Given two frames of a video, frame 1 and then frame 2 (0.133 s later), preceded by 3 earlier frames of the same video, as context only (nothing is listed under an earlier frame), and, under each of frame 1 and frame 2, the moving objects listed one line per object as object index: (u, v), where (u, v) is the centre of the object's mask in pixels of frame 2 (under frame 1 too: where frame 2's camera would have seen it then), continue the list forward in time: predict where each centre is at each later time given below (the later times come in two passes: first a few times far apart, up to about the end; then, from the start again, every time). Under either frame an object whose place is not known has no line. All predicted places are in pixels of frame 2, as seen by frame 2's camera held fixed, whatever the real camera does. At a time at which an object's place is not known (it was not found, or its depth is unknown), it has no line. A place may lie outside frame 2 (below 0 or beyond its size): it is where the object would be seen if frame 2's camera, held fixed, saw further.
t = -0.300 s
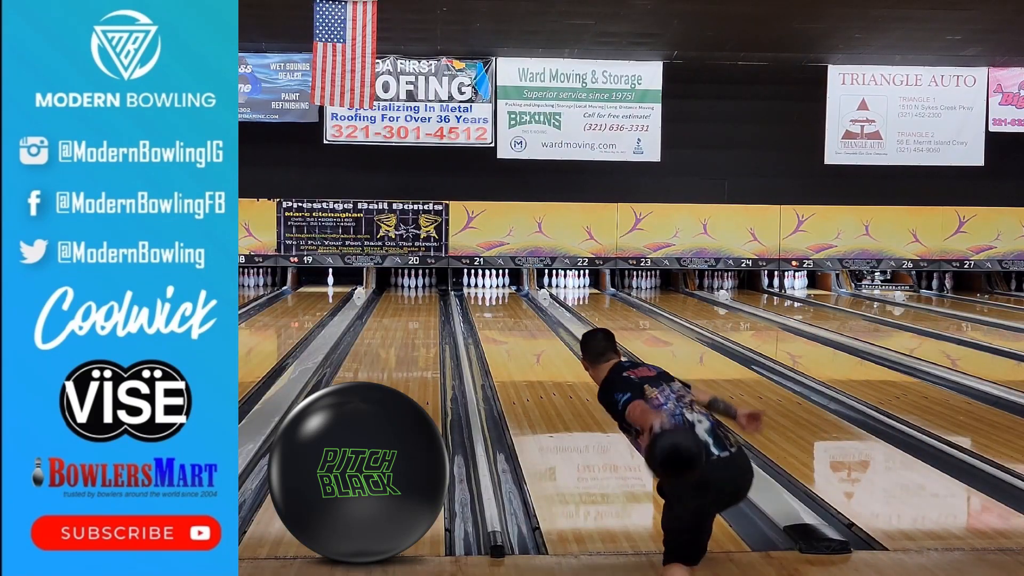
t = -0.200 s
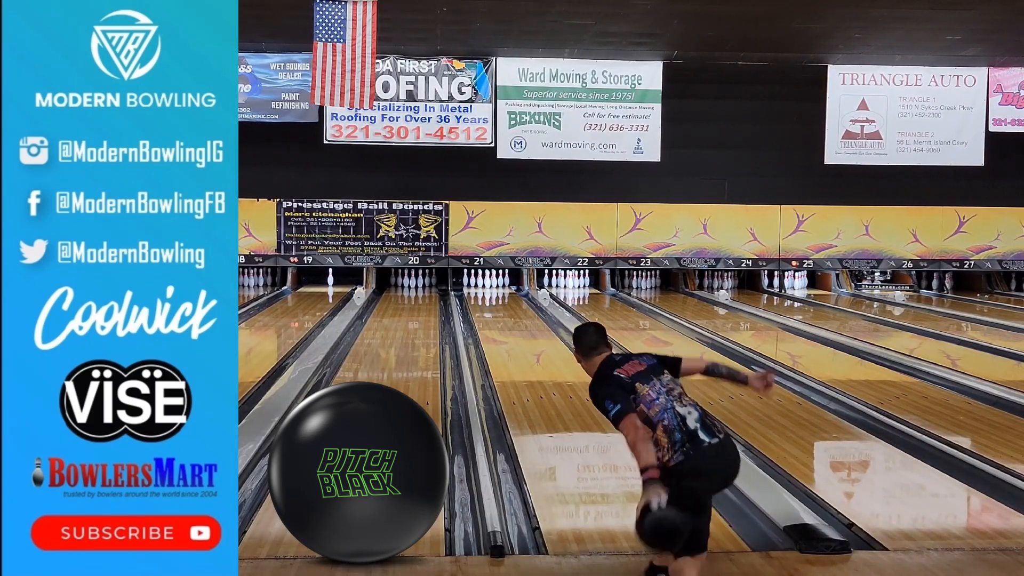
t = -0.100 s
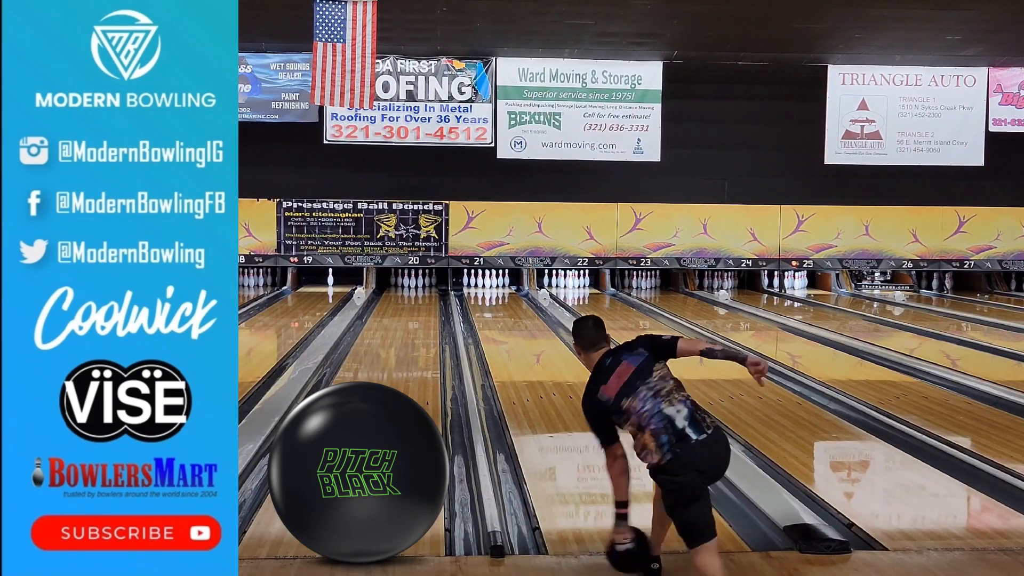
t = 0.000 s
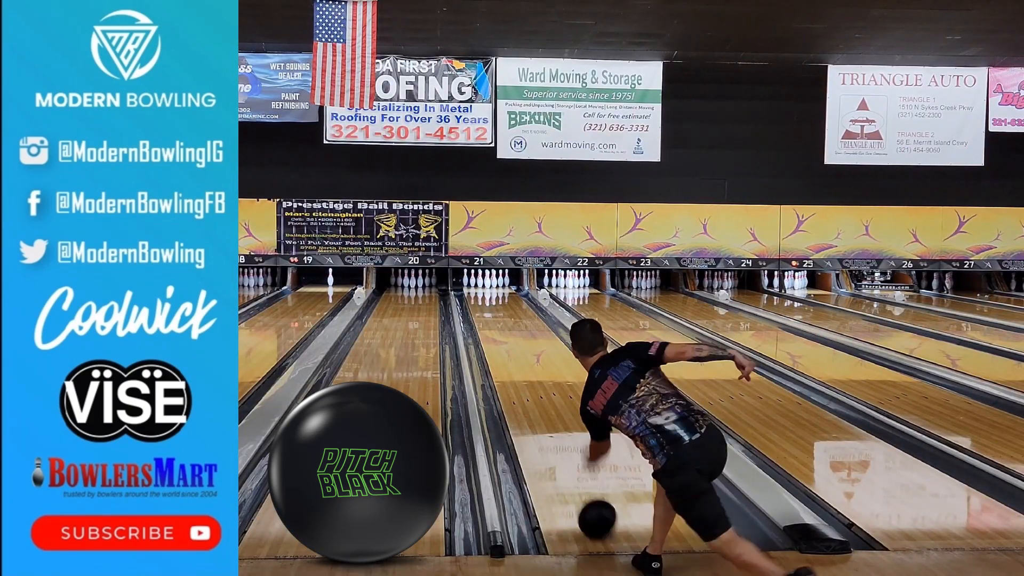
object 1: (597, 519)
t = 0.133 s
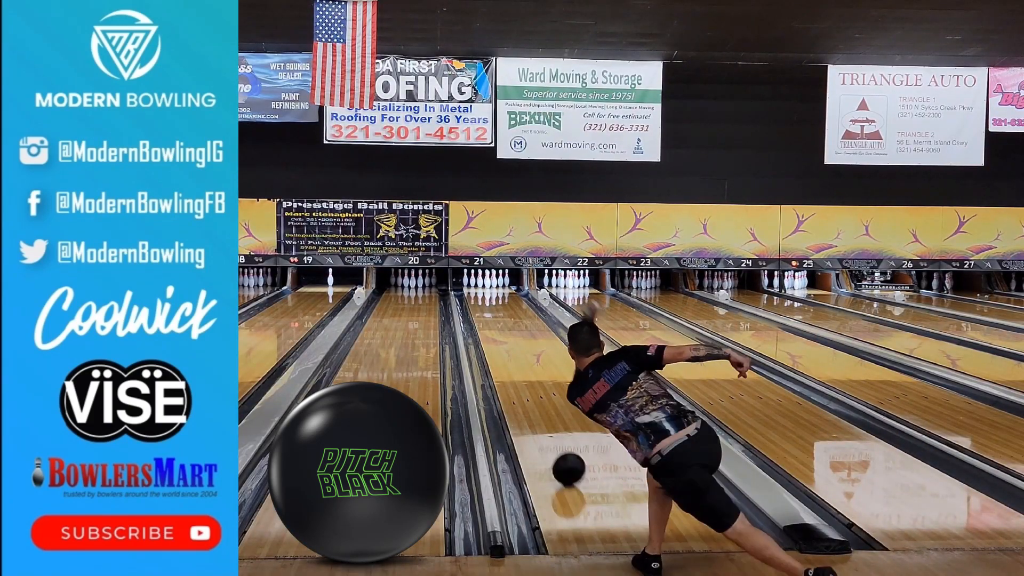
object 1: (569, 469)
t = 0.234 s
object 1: (553, 441)
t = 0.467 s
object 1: (527, 394)
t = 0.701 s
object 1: (510, 363)
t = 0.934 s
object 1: (499, 342)
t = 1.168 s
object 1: (491, 326)
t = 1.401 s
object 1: (485, 313)
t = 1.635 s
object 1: (482, 303)
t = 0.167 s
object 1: (563, 459)
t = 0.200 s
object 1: (558, 449)
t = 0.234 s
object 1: (553, 441)
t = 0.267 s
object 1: (548, 432)
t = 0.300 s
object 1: (544, 425)
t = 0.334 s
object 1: (540, 418)
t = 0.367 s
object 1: (536, 412)
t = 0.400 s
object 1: (533, 405)
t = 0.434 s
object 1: (530, 399)
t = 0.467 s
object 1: (527, 394)
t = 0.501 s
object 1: (524, 389)
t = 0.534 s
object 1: (521, 384)
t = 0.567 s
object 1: (519, 379)
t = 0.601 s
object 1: (516, 375)
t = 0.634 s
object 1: (514, 371)
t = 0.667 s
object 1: (512, 367)
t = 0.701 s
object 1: (510, 363)
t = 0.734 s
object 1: (509, 361)
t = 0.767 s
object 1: (507, 357)
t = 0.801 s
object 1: (505, 354)
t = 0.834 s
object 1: (504, 351)
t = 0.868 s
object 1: (502, 348)
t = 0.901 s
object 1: (500, 345)
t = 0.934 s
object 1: (499, 342)
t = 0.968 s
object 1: (497, 339)
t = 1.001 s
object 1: (496, 337)
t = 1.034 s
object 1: (495, 334)
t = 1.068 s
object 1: (494, 332)
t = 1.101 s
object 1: (493, 330)
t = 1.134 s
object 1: (492, 328)
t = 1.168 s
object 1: (491, 326)
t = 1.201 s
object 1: (490, 324)
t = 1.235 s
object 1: (489, 321)
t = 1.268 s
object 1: (488, 320)
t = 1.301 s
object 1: (487, 318)
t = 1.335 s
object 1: (487, 316)
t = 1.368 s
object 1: (486, 314)
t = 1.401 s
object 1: (485, 313)
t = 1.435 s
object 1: (485, 311)
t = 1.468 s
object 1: (484, 310)
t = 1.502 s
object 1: (484, 308)
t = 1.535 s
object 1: (483, 307)
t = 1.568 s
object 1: (483, 305)
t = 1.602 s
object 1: (483, 304)
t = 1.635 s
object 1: (482, 303)
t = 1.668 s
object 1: (482, 302)
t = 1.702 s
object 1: (482, 300)
